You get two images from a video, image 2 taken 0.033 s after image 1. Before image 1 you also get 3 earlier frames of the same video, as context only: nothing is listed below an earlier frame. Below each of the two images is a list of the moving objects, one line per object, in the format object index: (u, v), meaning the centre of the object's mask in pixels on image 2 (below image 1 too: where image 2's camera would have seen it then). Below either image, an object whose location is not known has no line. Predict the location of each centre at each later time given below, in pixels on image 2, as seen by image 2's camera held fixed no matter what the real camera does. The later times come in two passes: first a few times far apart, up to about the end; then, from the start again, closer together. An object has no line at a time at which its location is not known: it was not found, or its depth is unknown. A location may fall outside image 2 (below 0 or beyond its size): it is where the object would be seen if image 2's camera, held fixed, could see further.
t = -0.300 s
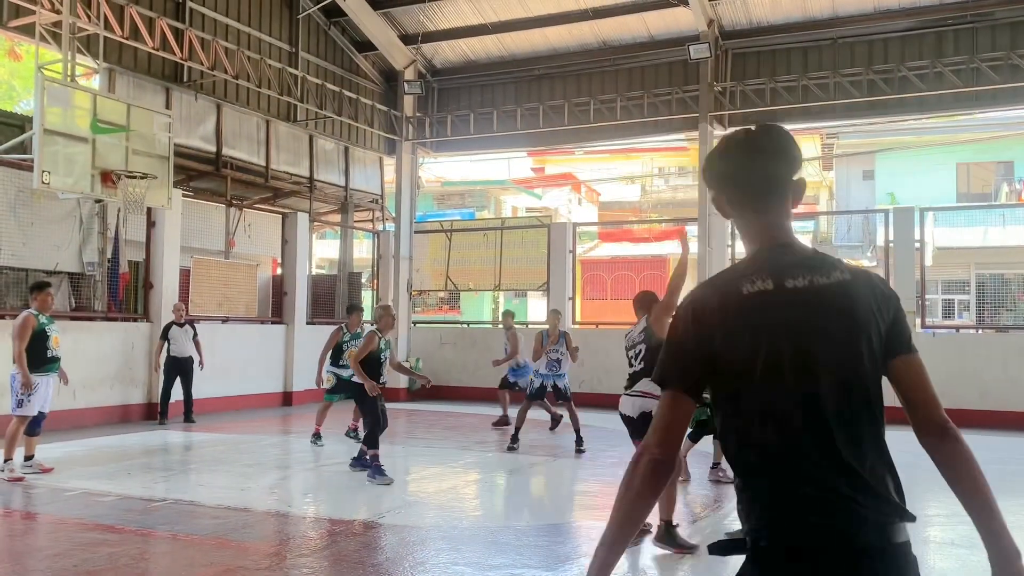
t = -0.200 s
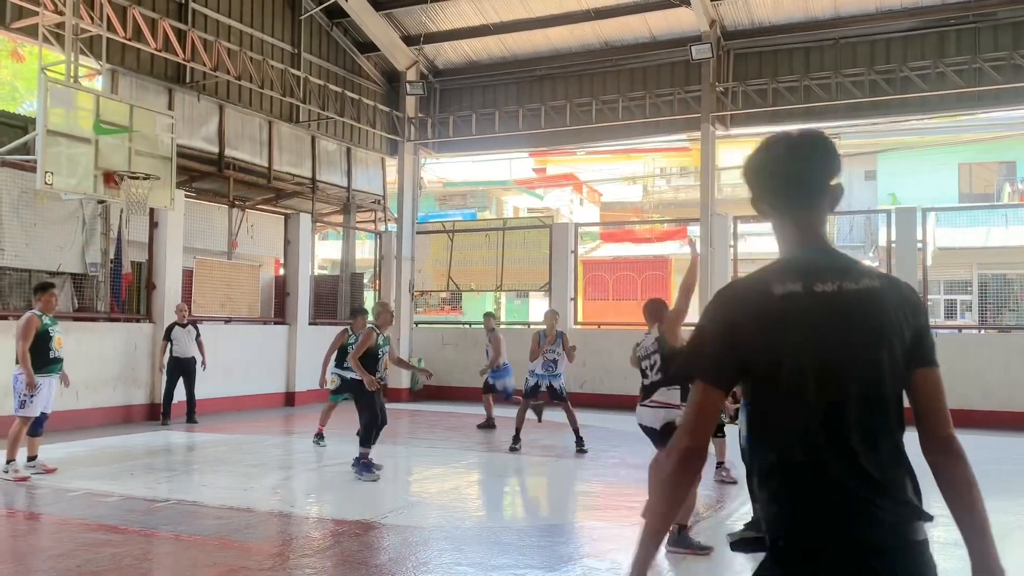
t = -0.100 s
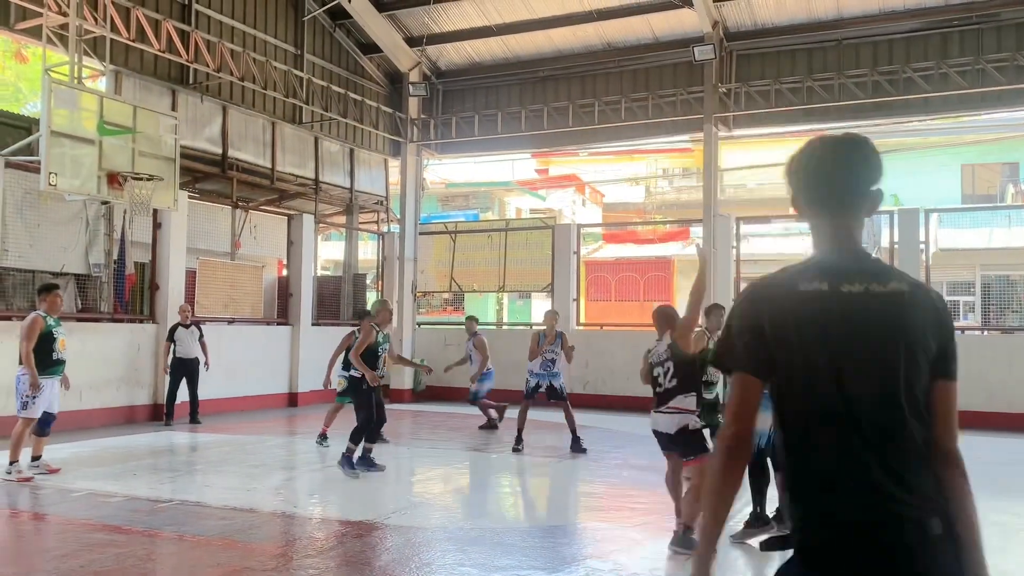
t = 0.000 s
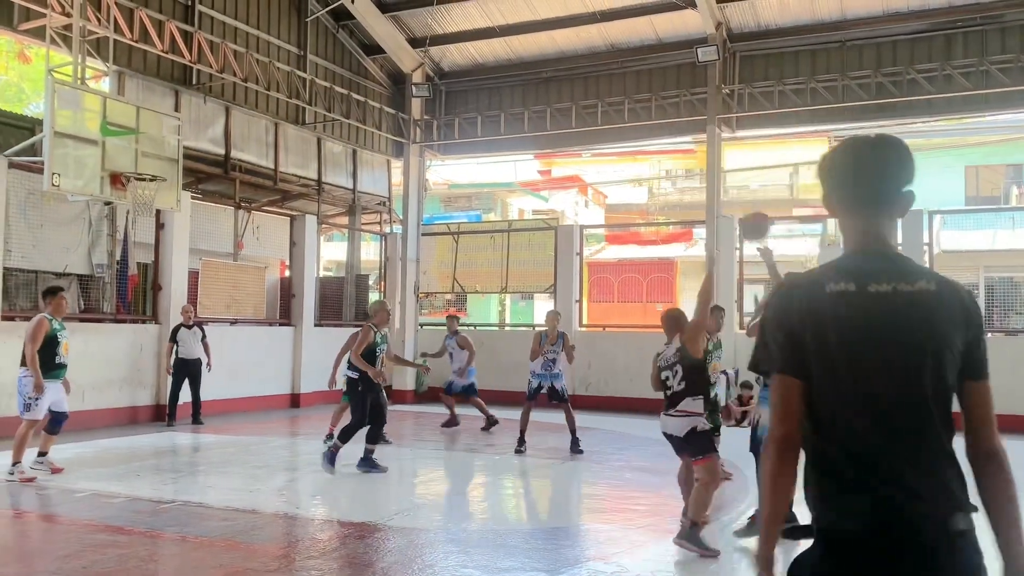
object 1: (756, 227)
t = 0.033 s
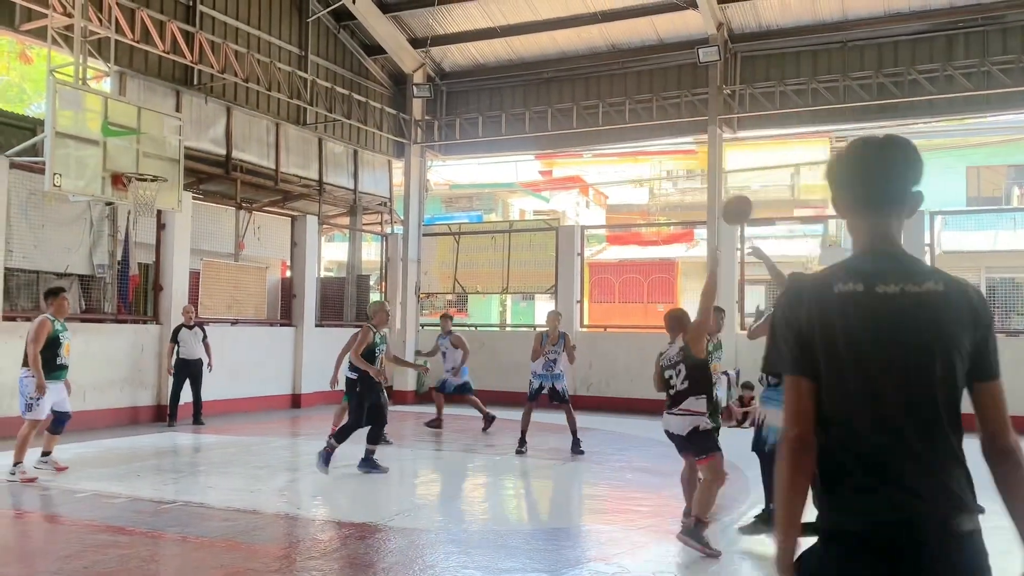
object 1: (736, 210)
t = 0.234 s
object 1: (615, 136)
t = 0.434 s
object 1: (477, 109)
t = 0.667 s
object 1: (279, 158)
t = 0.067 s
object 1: (717, 194)
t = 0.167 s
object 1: (657, 155)
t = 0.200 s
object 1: (637, 147)
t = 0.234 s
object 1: (615, 136)
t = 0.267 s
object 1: (593, 127)
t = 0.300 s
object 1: (571, 120)
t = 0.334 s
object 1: (550, 116)
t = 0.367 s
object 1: (527, 112)
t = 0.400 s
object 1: (502, 109)
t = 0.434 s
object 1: (477, 109)
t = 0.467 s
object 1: (453, 110)
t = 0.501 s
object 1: (426, 114)
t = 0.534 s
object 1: (398, 118)
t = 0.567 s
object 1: (370, 126)
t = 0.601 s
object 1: (339, 133)
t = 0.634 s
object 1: (311, 145)
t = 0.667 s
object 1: (279, 158)
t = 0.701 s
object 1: (247, 174)
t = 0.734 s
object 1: (215, 190)
